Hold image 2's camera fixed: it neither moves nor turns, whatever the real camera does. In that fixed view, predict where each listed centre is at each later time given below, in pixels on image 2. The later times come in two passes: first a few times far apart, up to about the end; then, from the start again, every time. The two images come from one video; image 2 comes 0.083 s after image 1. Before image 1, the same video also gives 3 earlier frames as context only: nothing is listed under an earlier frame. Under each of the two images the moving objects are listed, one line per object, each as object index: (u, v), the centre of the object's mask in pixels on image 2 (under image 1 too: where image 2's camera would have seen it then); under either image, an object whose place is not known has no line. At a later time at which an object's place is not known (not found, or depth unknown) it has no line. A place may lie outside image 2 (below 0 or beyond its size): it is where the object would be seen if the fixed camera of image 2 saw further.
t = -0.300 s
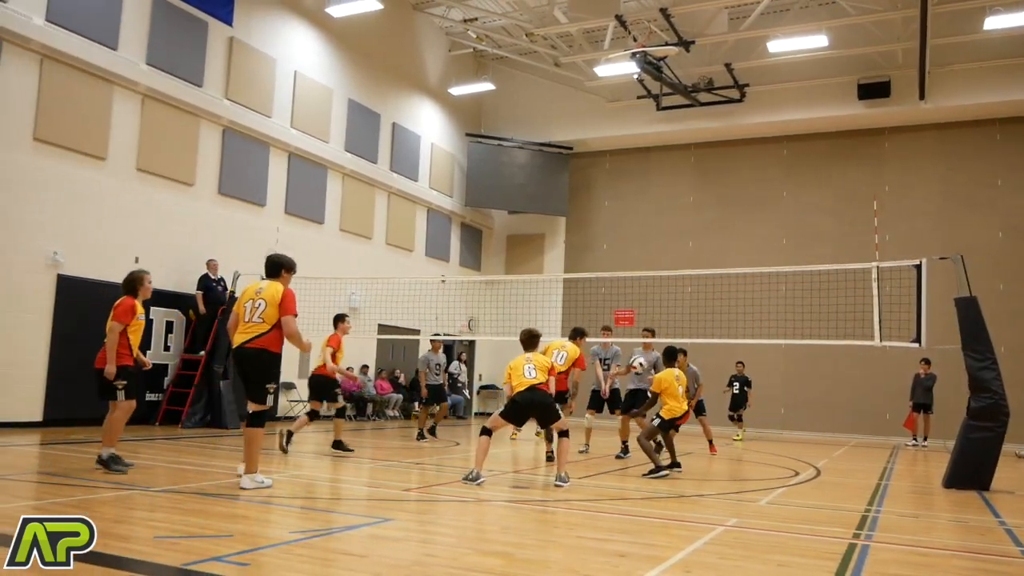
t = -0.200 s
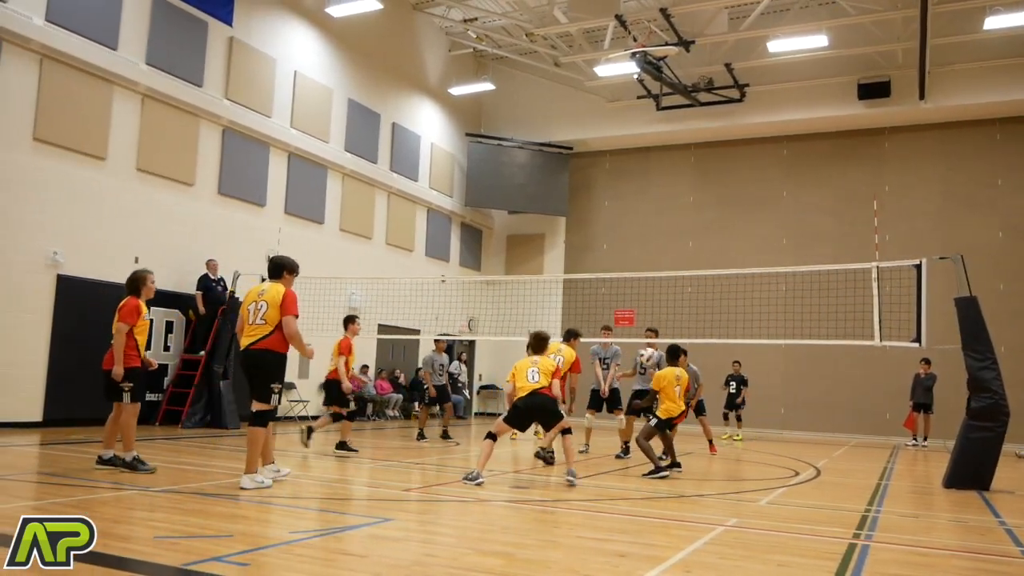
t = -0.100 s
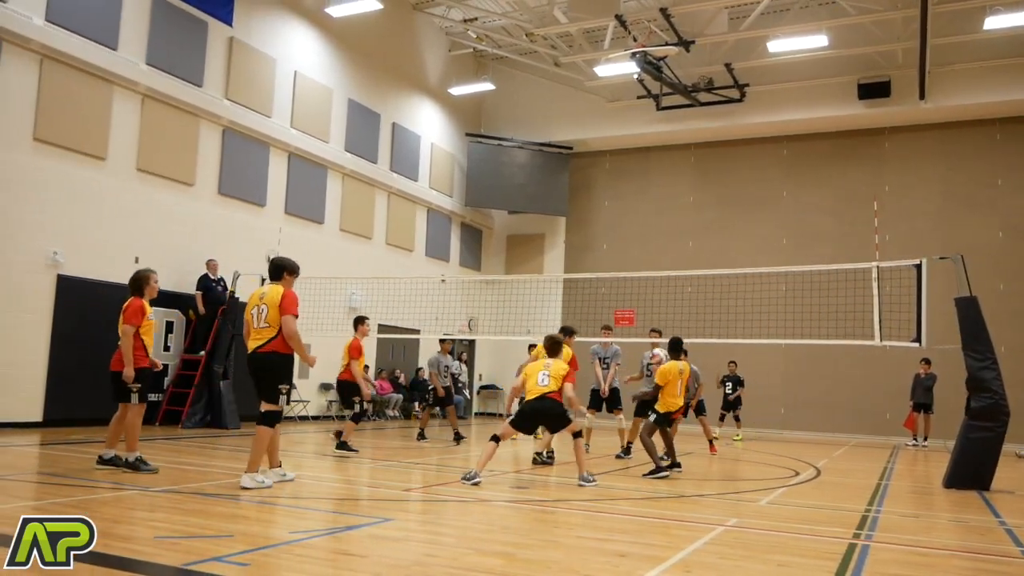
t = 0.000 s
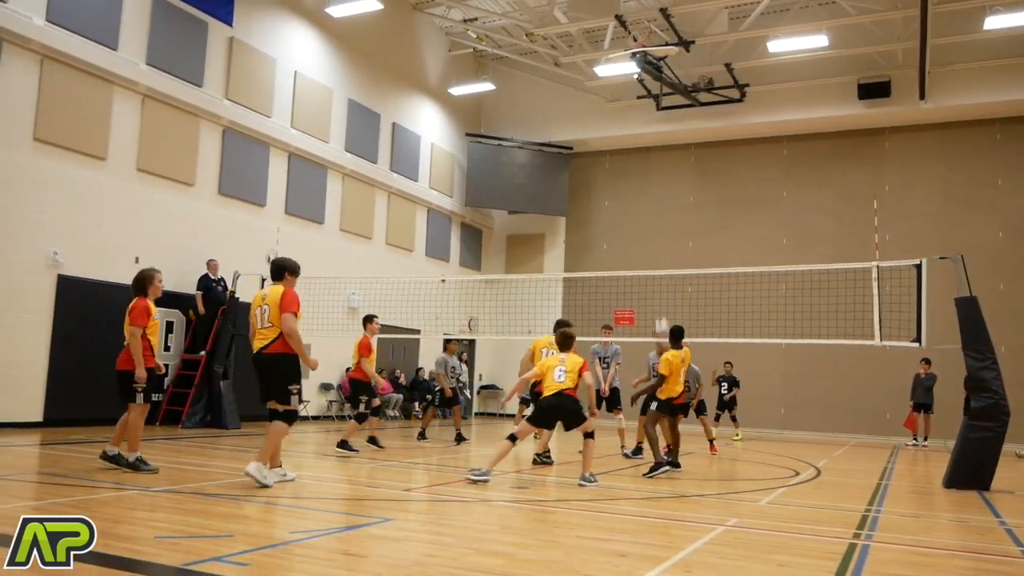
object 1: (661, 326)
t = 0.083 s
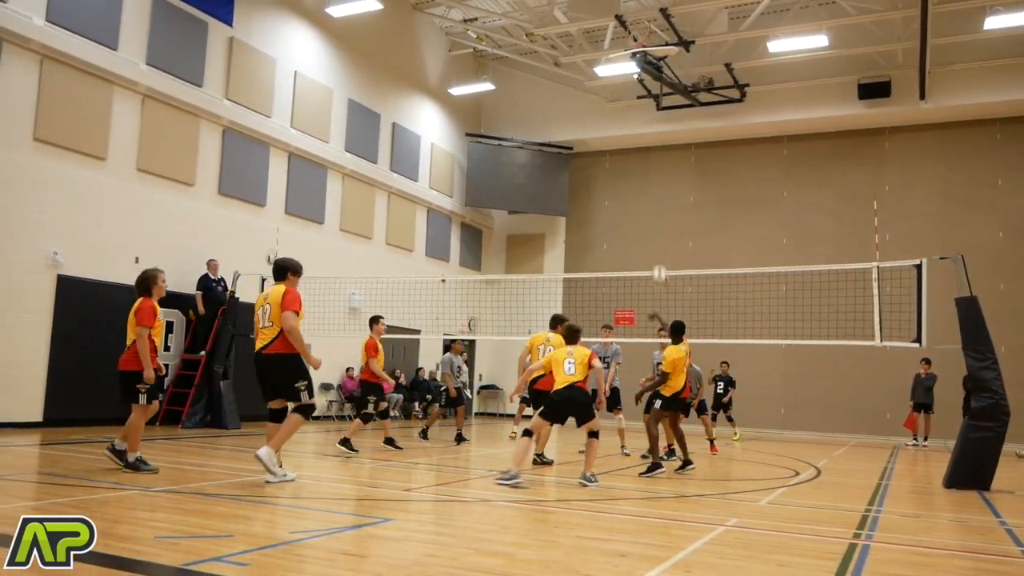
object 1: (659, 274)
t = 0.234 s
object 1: (653, 198)
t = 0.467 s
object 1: (643, 117)
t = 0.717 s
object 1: (632, 80)
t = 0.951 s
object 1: (620, 88)
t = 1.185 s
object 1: (608, 137)
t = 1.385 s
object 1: (596, 214)
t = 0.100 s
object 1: (659, 264)
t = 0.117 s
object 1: (658, 256)
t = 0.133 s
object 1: (658, 247)
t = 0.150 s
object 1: (657, 238)
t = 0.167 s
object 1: (656, 230)
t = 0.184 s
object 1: (655, 222)
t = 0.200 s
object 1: (654, 214)
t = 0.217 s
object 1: (654, 206)
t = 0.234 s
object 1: (653, 198)
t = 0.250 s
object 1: (652, 191)
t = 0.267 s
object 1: (651, 183)
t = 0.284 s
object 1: (650, 176)
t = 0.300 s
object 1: (649, 170)
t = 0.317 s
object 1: (649, 164)
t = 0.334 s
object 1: (648, 158)
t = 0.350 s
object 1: (647, 151)
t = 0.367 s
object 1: (646, 146)
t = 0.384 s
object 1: (646, 140)
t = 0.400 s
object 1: (645, 135)
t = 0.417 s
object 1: (645, 130)
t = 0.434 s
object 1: (643, 125)
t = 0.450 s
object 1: (643, 122)
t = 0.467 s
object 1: (643, 117)
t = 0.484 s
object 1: (642, 113)
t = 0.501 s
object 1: (640, 109)
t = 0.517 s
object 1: (640, 106)
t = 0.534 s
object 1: (639, 102)
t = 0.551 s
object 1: (638, 100)
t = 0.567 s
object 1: (638, 97)
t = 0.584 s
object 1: (637, 94)
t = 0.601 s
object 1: (637, 92)
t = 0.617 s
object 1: (636, 89)
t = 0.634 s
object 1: (635, 86)
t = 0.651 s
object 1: (635, 85)
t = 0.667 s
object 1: (633, 84)
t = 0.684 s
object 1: (633, 83)
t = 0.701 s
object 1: (631, 81)
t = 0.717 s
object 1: (632, 80)
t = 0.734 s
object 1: (631, 80)
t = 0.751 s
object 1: (629, 79)
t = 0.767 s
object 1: (628, 80)
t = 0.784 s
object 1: (628, 80)
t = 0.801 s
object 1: (627, 80)
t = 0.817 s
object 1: (626, 80)
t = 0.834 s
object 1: (625, 80)
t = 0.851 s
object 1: (625, 81)
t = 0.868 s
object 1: (624, 81)
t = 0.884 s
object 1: (623, 82)
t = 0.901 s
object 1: (622, 84)
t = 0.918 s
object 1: (621, 85)
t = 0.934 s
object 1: (620, 87)
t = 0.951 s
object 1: (620, 88)
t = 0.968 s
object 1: (619, 91)
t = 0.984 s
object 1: (617, 92)
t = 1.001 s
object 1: (617, 95)
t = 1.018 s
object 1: (616, 97)
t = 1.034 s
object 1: (616, 101)
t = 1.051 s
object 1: (615, 104)
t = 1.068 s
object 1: (614, 108)
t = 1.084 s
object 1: (613, 111)
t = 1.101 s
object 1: (612, 116)
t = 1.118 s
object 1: (611, 119)
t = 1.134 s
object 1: (611, 123)
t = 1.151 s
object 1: (610, 128)
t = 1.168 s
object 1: (609, 132)
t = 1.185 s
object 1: (608, 137)
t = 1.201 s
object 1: (607, 143)
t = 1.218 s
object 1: (606, 149)
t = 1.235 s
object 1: (605, 155)
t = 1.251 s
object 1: (604, 160)
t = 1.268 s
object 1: (603, 166)
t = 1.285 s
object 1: (602, 173)
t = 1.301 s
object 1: (601, 179)
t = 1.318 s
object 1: (600, 186)
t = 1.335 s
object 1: (599, 192)
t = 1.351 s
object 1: (598, 200)
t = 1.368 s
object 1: (597, 208)
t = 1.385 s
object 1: (596, 214)
